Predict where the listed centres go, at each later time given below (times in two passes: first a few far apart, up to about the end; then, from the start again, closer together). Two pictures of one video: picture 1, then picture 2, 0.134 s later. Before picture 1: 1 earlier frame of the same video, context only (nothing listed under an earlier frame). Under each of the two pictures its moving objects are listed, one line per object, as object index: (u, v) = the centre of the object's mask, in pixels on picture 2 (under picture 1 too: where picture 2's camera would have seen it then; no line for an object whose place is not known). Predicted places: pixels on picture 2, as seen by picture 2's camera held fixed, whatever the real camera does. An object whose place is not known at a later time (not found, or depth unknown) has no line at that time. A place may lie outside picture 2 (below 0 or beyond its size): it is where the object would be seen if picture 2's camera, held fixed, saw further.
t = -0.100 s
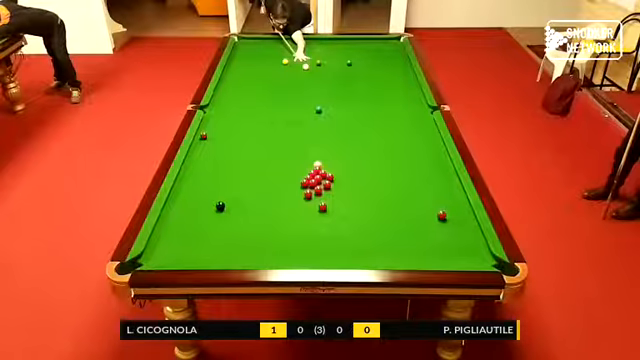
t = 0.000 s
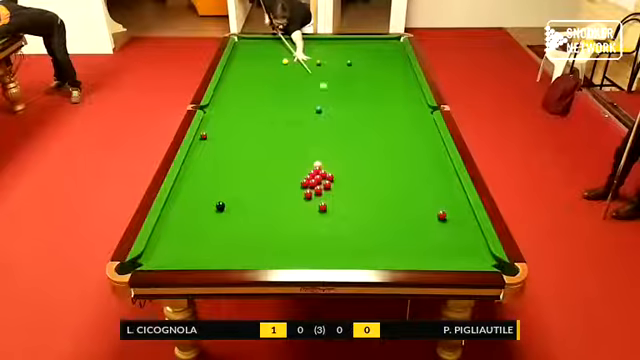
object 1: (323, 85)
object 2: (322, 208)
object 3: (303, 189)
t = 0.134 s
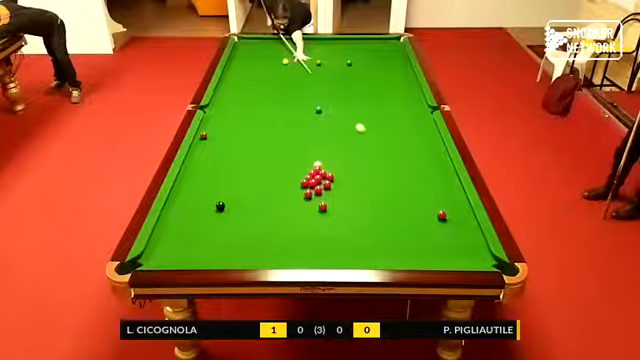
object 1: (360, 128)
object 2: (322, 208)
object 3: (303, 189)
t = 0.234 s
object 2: (322, 208)
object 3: (303, 189)
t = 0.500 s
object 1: (408, 227)
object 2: (322, 208)
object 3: (303, 189)
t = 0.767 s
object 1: (316, 215)
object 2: (308, 200)
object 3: (301, 188)
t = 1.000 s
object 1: (274, 230)
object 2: (288, 204)
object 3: (282, 192)
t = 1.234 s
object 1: (229, 246)
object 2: (269, 207)
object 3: (261, 189)
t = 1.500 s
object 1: (180, 256)
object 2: (248, 211)
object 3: (239, 186)
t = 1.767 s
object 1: (152, 246)
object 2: (230, 215)
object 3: (220, 181)
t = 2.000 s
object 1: (174, 238)
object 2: (212, 219)
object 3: (203, 179)
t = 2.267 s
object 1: (201, 231)
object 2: (194, 221)
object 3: (185, 177)
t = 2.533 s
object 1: (225, 224)
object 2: (176, 226)
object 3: (190, 176)
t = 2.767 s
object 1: (244, 218)
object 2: (162, 229)
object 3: (201, 175)
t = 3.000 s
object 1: (261, 213)
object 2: (163, 231)
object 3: (210, 175)
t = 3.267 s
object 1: (279, 208)
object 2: (171, 232)
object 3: (219, 174)
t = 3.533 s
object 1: (294, 203)
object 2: (179, 234)
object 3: (227, 173)
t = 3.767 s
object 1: (307, 200)
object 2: (184, 235)
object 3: (232, 172)
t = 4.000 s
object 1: (319, 196)
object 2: (188, 236)
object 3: (237, 172)
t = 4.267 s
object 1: (330, 193)
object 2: (192, 237)
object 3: (240, 172)
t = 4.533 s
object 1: (341, 190)
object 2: (194, 238)
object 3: (244, 172)
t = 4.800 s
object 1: (350, 188)
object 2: (195, 238)
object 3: (245, 172)
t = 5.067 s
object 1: (358, 186)
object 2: (195, 238)
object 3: (245, 172)
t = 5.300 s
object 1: (364, 184)
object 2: (195, 238)
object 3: (245, 172)
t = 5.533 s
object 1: (369, 183)
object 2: (195, 238)
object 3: (245, 172)
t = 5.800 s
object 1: (374, 182)
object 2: (195, 238)
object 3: (245, 172)
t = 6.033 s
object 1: (378, 181)
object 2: (195, 238)
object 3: (245, 172)
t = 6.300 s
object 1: (381, 180)
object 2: (195, 238)
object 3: (245, 172)
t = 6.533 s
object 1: (382, 179)
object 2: (195, 238)
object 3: (245, 172)
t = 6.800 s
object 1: (384, 179)
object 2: (195, 238)
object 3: (245, 171)
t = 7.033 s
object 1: (384, 179)
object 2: (195, 238)
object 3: (245, 172)
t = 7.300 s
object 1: (384, 179)
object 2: (195, 238)
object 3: (245, 172)
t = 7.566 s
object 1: (384, 179)
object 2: (195, 238)
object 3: (245, 171)
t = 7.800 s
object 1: (384, 179)
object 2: (195, 238)
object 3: (244, 171)
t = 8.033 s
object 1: (384, 179)
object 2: (195, 238)
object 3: (244, 171)
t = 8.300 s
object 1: (384, 179)
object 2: (195, 238)
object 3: (244, 171)
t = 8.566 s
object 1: (384, 179)
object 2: (195, 238)
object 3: (245, 171)
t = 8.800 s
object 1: (384, 179)
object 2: (196, 238)
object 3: (245, 171)
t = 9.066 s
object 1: (384, 179)
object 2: (196, 238)
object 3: (244, 171)
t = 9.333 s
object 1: (384, 179)
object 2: (196, 238)
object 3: (244, 171)
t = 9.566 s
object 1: (384, 179)
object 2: (195, 238)
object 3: (244, 171)
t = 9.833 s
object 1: (384, 179)
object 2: (196, 238)
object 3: (245, 171)
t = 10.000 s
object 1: (384, 179)
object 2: (196, 238)
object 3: (244, 171)
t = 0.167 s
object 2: (322, 208)
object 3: (303, 189)
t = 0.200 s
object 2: (322, 208)
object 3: (303, 189)
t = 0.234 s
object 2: (322, 208)
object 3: (303, 189)
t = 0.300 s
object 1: (425, 200)
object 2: (322, 208)
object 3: (303, 189)
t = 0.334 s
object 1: (432, 212)
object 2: (322, 208)
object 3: (303, 189)
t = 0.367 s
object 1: (427, 216)
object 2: (322, 208)
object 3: (303, 189)
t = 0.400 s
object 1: (422, 219)
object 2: (322, 208)
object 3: (303, 189)
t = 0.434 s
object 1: (417, 222)
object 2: (322, 208)
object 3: (303, 189)
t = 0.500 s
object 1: (408, 227)
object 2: (322, 208)
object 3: (303, 189)
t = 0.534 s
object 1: (404, 230)
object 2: (322, 208)
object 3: (303, 189)
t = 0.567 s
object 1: (389, 226)
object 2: (322, 208)
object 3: (303, 189)
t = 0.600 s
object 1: (372, 222)
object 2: (322, 208)
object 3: (303, 189)
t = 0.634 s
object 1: (356, 218)
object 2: (322, 207)
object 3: (303, 189)
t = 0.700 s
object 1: (328, 211)
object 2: (321, 207)
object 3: (303, 189)
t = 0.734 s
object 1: (322, 214)
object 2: (313, 201)
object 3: (303, 189)
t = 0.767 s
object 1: (316, 215)
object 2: (308, 200)
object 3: (301, 188)
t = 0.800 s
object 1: (310, 217)
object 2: (305, 201)
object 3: (301, 194)
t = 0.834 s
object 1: (304, 220)
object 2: (302, 201)
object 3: (299, 194)
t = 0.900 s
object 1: (292, 224)
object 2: (296, 201)
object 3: (294, 194)
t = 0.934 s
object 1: (286, 226)
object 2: (293, 202)
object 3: (289, 194)
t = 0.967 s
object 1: (280, 228)
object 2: (291, 204)
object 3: (285, 191)
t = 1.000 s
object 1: (274, 230)
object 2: (288, 204)
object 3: (282, 192)
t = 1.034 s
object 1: (267, 232)
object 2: (285, 204)
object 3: (279, 190)
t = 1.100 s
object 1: (254, 237)
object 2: (280, 205)
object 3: (273, 190)
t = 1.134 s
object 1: (248, 239)
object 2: (277, 206)
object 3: (270, 189)
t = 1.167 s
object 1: (242, 241)
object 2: (275, 206)
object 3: (267, 189)
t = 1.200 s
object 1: (235, 243)
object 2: (272, 206)
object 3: (264, 189)
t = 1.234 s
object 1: (229, 246)
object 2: (269, 207)
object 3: (261, 189)
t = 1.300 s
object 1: (215, 251)
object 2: (264, 208)
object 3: (256, 188)
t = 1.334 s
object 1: (208, 253)
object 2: (261, 209)
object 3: (253, 188)
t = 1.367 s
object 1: (201, 255)
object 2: (259, 209)
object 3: (250, 188)
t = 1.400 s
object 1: (194, 256)
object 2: (256, 209)
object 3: (247, 187)
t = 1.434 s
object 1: (188, 258)
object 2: (253, 210)
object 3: (245, 187)
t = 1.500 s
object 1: (180, 256)
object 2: (248, 211)
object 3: (239, 186)
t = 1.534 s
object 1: (177, 255)
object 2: (246, 212)
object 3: (238, 183)
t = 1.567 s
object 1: (173, 254)
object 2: (243, 212)
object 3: (235, 186)
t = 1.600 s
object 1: (169, 253)
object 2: (241, 213)
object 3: (233, 183)
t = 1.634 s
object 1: (165, 251)
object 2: (238, 213)
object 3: (230, 182)
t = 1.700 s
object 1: (158, 249)
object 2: (233, 214)
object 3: (225, 181)
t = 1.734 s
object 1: (155, 247)
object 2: (232, 215)
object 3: (223, 181)
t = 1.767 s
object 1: (152, 246)
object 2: (230, 215)
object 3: (220, 181)
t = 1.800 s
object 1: (152, 245)
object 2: (226, 217)
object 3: (218, 180)
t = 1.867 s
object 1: (160, 243)
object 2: (221, 217)
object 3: (212, 180)
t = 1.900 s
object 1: (164, 242)
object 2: (219, 217)
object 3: (210, 179)
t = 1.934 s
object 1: (167, 241)
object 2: (216, 218)
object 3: (208, 179)
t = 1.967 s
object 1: (171, 239)
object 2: (214, 218)
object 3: (205, 179)
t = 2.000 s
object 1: (174, 238)
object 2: (212, 219)
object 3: (203, 179)
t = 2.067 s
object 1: (181, 237)
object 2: (207, 220)
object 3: (198, 178)
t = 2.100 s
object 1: (185, 235)
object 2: (205, 220)
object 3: (196, 178)
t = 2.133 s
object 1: (188, 235)
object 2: (203, 220)
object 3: (194, 178)
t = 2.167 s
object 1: (192, 234)
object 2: (200, 220)
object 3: (191, 178)
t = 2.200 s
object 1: (195, 233)
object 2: (198, 221)
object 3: (189, 177)
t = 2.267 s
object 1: (201, 231)
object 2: (194, 221)
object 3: (185, 177)
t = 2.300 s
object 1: (204, 230)
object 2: (191, 222)
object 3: (183, 178)
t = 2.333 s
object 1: (207, 229)
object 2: (189, 223)
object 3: (181, 177)
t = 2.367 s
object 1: (210, 228)
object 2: (186, 223)
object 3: (181, 177)
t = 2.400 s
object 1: (213, 227)
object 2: (184, 224)
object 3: (185, 177)
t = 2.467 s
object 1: (219, 225)
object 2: (180, 225)
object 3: (188, 176)
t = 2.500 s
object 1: (222, 225)
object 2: (178, 225)
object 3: (189, 176)
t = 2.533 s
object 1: (225, 224)
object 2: (176, 226)
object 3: (190, 176)
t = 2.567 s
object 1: (228, 223)
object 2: (174, 226)
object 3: (192, 175)
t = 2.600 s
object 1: (231, 222)
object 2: (172, 226)
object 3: (193, 175)
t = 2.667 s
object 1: (236, 220)
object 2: (167, 227)
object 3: (196, 176)
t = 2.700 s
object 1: (239, 220)
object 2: (165, 228)
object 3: (198, 175)
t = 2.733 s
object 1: (241, 219)
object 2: (163, 228)
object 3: (199, 175)
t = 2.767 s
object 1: (244, 218)
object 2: (162, 229)
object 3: (201, 175)
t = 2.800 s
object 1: (246, 217)
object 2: (159, 230)
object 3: (202, 175)
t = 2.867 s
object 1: (251, 216)
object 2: (159, 230)
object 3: (205, 175)
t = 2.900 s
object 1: (254, 215)
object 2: (159, 230)
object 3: (206, 175)
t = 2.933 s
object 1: (256, 215)
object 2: (161, 230)
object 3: (207, 174)
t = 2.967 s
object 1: (259, 214)
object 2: (161, 230)
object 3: (209, 174)
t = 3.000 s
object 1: (261, 213)
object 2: (163, 231)
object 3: (210, 175)
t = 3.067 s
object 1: (266, 212)
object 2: (166, 231)
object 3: (212, 175)
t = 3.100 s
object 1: (268, 211)
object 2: (167, 231)
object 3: (213, 175)
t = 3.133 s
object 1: (270, 210)
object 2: (168, 232)
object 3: (213, 175)
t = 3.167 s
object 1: (272, 210)
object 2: (169, 232)
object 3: (217, 174)
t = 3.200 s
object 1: (274, 209)
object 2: (170, 232)
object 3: (217, 174)
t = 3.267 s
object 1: (279, 208)
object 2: (171, 232)
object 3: (219, 174)
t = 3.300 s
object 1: (281, 207)
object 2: (172, 233)
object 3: (220, 174)
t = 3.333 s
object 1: (283, 207)
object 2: (174, 233)
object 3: (221, 173)
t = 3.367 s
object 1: (285, 206)
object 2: (175, 233)
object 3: (222, 173)
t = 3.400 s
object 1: (287, 205)
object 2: (175, 233)
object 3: (223, 173)
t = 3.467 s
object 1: (291, 204)
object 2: (177, 234)
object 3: (225, 173)
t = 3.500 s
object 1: (293, 204)
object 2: (178, 234)
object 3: (226, 172)
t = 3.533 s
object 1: (294, 203)
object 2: (179, 234)
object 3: (227, 173)
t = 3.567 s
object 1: (297, 203)
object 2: (180, 234)
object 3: (228, 172)
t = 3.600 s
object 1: (299, 202)
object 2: (180, 234)
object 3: (228, 172)
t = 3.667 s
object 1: (302, 201)
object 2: (182, 235)
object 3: (230, 172)
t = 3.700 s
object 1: (303, 201)
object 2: (182, 235)
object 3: (231, 172)
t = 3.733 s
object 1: (305, 200)
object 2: (183, 235)
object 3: (231, 172)
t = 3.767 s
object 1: (307, 200)
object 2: (184, 235)
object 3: (232, 172)
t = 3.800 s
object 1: (309, 199)
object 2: (185, 235)
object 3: (233, 172)
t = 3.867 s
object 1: (312, 198)
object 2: (186, 236)
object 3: (234, 172)
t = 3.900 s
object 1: (314, 198)
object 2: (186, 236)
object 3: (235, 172)
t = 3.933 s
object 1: (315, 198)
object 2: (187, 236)
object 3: (236, 172)
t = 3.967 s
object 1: (317, 197)
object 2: (188, 236)
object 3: (236, 172)
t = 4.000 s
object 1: (319, 196)
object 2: (188, 236)
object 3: (237, 172)
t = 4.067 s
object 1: (321, 196)
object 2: (189, 236)
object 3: (238, 172)
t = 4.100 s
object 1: (323, 195)
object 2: (189, 236)
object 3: (239, 172)
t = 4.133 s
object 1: (325, 195)
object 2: (190, 236)
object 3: (239, 172)
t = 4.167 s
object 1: (326, 194)
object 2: (191, 236)
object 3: (240, 172)
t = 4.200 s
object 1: (327, 194)
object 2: (191, 237)
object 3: (240, 172)
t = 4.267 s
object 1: (330, 193)
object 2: (192, 237)
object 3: (240, 172)
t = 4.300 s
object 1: (332, 193)
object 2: (192, 237)
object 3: (242, 172)
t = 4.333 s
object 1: (333, 192)
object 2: (193, 237)
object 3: (242, 172)
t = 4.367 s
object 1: (334, 192)
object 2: (193, 237)
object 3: (242, 172)
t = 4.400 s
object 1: (335, 191)
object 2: (193, 237)
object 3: (243, 172)
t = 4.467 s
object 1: (338, 191)
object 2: (194, 237)
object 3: (243, 172)
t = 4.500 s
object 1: (340, 191)
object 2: (194, 238)
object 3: (244, 172)
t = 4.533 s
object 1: (341, 190)
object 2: (194, 238)
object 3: (244, 172)
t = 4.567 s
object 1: (342, 190)
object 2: (195, 238)
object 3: (244, 171)
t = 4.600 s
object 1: (343, 189)
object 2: (195, 238)
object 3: (244, 172)
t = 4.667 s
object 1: (346, 189)
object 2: (195, 238)
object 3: (244, 172)
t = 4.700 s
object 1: (347, 189)
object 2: (195, 238)
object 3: (245, 171)
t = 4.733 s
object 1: (348, 188)
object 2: (195, 238)
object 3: (245, 172)
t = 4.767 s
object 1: (349, 188)
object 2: (195, 238)
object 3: (245, 171)
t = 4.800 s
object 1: (350, 188)
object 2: (195, 238)
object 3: (245, 172)
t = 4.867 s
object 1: (352, 187)
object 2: (195, 238)
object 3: (245, 172)
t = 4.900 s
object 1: (354, 187)
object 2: (195, 238)
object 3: (245, 172)
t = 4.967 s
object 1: (355, 186)
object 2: (195, 238)
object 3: (245, 172)
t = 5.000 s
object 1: (356, 186)
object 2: (195, 238)
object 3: (245, 172)
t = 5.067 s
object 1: (358, 186)
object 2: (195, 238)
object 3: (245, 172)
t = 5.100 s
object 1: (359, 186)
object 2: (195, 238)
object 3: (245, 172)
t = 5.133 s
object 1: (360, 186)
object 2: (195, 238)
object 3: (245, 172)
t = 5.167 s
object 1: (360, 185)
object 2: (195, 238)
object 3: (245, 172)
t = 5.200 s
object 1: (362, 185)
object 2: (195, 238)
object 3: (245, 172)
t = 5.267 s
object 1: (363, 185)
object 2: (195, 238)
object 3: (245, 172)
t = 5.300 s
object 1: (364, 184)
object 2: (195, 238)
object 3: (245, 172)
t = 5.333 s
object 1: (365, 184)
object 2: (195, 238)
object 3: (245, 172)
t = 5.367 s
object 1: (366, 184)
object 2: (195, 238)
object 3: (245, 172)
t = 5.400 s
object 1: (367, 184)
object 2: (195, 238)
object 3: (245, 172)
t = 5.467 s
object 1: (368, 183)
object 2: (195, 238)
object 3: (245, 172)
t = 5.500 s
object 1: (369, 183)
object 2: (195, 238)
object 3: (245, 172)
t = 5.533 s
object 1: (369, 183)
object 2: (195, 238)
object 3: (245, 172)
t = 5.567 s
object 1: (370, 183)
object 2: (195, 238)
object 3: (245, 172)
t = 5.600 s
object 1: (370, 182)
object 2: (195, 238)
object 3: (245, 172)
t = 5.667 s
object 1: (372, 182)
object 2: (195, 238)
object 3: (245, 172)
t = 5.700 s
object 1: (372, 182)
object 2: (195, 238)
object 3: (245, 172)
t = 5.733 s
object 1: (373, 182)
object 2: (195, 238)
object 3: (245, 172)
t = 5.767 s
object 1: (374, 182)
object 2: (195, 238)
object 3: (245, 172)
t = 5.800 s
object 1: (374, 182)
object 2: (195, 238)
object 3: (245, 172)
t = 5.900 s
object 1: (376, 181)
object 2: (195, 238)
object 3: (245, 172)
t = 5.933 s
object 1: (376, 181)
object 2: (195, 238)
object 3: (245, 172)
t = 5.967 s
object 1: (376, 181)
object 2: (195, 238)
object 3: (245, 172)
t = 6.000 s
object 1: (377, 181)
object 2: (195, 238)
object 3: (245, 172)
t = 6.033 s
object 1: (378, 181)
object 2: (195, 238)
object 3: (245, 172)
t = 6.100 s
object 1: (378, 181)
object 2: (195, 238)
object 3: (245, 172)
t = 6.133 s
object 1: (379, 180)
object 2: (196, 238)
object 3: (244, 172)
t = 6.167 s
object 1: (379, 180)
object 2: (195, 238)
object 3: (244, 172)
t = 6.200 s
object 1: (379, 180)
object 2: (195, 238)
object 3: (244, 172)
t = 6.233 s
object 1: (380, 180)
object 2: (195, 238)
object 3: (245, 172)
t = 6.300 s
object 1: (381, 180)
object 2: (195, 238)
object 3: (245, 172)
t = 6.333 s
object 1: (381, 180)
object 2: (195, 238)
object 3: (244, 172)
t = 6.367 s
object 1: (382, 179)
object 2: (195, 238)
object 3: (244, 172)
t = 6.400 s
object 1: (382, 179)
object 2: (195, 238)
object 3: (245, 172)
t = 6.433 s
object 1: (382, 179)
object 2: (195, 238)
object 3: (245, 172)
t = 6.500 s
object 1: (382, 179)
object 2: (195, 238)
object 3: (245, 172)
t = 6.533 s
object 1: (382, 179)
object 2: (195, 238)
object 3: (245, 172)
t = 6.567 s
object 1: (383, 179)
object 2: (195, 238)
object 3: (245, 172)
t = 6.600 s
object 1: (383, 179)
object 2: (195, 238)
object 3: (245, 172)
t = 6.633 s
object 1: (383, 179)
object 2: (195, 238)
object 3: (245, 172)
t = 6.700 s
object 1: (383, 179)
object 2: (195, 238)
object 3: (245, 172)
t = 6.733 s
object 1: (383, 179)
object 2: (195, 238)
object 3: (245, 172)
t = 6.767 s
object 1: (384, 179)
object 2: (195, 238)
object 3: (245, 172)
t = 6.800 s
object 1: (384, 179)
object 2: (195, 238)
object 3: (245, 171)
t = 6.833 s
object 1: (384, 179)
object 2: (195, 238)
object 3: (245, 172)
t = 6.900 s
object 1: (384, 179)
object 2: (195, 238)
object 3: (245, 172)
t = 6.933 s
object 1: (384, 179)
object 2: (195, 238)
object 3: (245, 171)
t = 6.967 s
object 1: (384, 179)
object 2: (195, 238)
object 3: (245, 171)
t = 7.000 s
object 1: (384, 179)
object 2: (195, 238)
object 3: (245, 172)
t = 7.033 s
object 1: (384, 179)
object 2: (195, 238)
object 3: (245, 172)
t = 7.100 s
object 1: (384, 179)
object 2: (195, 238)
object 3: (245, 172)
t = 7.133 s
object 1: (384, 179)
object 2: (195, 238)
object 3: (245, 171)
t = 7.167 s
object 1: (384, 179)
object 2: (195, 238)
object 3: (245, 171)
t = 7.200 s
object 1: (384, 179)
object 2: (195, 238)
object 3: (245, 172)
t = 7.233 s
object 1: (384, 179)
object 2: (195, 238)
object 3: (245, 171)
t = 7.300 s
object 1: (384, 179)
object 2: (195, 238)
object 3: (245, 172)
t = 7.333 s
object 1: (384, 179)
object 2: (195, 238)
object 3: (245, 171)
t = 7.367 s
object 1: (384, 179)
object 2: (195, 238)
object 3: (245, 171)
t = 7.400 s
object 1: (384, 179)
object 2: (195, 238)
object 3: (245, 172)
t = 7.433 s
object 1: (384, 179)
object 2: (195, 238)
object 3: (245, 172)
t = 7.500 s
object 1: (384, 179)
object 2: (195, 238)
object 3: (244, 171)
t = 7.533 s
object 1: (384, 179)
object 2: (195, 238)
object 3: (244, 171)
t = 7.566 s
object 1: (384, 179)
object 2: (195, 238)
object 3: (245, 171)
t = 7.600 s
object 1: (384, 179)
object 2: (195, 238)
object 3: (244, 171)
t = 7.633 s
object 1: (384, 179)
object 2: (195, 238)
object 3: (244, 171)
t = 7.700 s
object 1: (384, 179)
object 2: (195, 238)
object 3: (245, 171)
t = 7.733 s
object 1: (384, 179)
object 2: (195, 238)
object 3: (244, 171)
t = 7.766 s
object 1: (384, 179)
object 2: (195, 238)
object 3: (245, 171)
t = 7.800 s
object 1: (384, 179)
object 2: (195, 238)
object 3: (244, 171)
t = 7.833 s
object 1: (384, 179)
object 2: (195, 238)
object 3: (244, 171)
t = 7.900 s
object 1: (384, 179)
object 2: (195, 238)
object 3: (244, 171)
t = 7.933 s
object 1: (384, 179)
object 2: (195, 238)
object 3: (244, 171)
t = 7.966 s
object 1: (384, 179)
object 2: (195, 238)
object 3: (245, 171)
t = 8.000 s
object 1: (384, 179)
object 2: (195, 238)
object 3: (244, 171)
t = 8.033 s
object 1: (384, 179)
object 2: (195, 238)
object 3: (244, 171)
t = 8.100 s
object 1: (384, 179)
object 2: (195, 238)
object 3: (245, 171)
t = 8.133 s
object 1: (384, 179)
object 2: (195, 238)
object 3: (244, 171)
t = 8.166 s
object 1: (384, 179)
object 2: (195, 238)
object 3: (244, 171)
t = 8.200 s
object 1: (384, 179)
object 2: (195, 238)
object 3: (244, 171)
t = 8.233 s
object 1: (384, 179)
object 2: (195, 238)
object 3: (244, 171)
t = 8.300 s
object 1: (384, 179)
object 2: (195, 238)
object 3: (244, 171)
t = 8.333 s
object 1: (384, 179)
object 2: (195, 238)
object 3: (244, 171)
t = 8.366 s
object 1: (384, 179)
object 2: (195, 238)
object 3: (245, 171)
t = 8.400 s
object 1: (384, 179)
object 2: (195, 238)
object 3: (244, 171)
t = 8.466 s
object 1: (384, 179)
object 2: (195, 238)
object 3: (244, 171)
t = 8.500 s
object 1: (384, 179)
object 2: (195, 238)
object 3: (244, 171)
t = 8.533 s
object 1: (384, 179)
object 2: (195, 238)
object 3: (244, 171)
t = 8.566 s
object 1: (384, 179)
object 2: (195, 238)
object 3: (245, 171)
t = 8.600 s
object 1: (384, 179)
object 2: (195, 238)
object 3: (244, 171)
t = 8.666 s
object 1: (384, 179)
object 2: (195, 238)
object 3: (245, 171)
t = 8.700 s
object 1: (384, 179)
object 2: (195, 238)
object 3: (244, 171)
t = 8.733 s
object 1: (384, 179)
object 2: (195, 238)
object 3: (245, 171)
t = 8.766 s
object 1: (384, 179)
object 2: (195, 238)
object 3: (244, 171)
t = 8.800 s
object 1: (384, 179)
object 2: (196, 238)
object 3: (245, 171)
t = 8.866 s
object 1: (384, 179)
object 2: (196, 238)
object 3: (245, 171)
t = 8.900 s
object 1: (384, 179)
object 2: (196, 238)
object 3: (244, 171)
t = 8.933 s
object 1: (384, 179)
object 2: (196, 238)
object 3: (244, 171)
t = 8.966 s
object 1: (384, 179)
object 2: (196, 238)
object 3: (244, 171)
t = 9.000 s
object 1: (384, 179)
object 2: (196, 238)
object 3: (244, 171)
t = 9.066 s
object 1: (384, 179)
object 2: (196, 238)
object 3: (244, 171)
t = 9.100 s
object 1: (384, 179)
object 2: (196, 238)
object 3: (244, 171)
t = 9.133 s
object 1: (384, 179)
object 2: (196, 238)
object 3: (244, 171)
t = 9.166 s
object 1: (384, 179)
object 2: (196, 238)
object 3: (244, 171)
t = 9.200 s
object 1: (384, 179)
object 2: (196, 238)
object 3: (244, 171)
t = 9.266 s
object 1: (384, 179)
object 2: (196, 238)
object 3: (244, 171)
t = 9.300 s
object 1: (384, 179)
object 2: (196, 238)
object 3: (244, 171)
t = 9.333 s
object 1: (384, 179)
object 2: (196, 238)
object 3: (244, 171)
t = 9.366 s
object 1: (384, 179)
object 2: (196, 238)
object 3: (244, 171)
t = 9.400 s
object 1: (384, 179)
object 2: (196, 238)
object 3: (244, 171)
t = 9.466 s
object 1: (384, 179)
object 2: (196, 238)
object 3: (244, 171)
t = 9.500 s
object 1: (384, 179)
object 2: (196, 238)
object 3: (244, 171)
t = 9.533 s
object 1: (384, 179)
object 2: (196, 238)
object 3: (244, 171)
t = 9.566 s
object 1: (384, 179)
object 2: (195, 238)
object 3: (244, 171)
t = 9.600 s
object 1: (384, 179)
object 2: (196, 238)
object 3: (244, 171)
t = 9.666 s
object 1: (384, 179)
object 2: (196, 238)
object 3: (244, 171)
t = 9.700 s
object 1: (384, 179)
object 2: (195, 238)
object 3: (245, 171)
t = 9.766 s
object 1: (384, 179)
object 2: (195, 238)
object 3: (244, 171)
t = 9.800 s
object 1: (384, 179)
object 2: (196, 238)
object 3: (244, 171)
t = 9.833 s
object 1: (384, 179)
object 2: (196, 238)
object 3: (245, 171)
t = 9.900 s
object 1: (384, 179)
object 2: (196, 238)
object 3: (245, 171)
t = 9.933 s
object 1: (384, 179)
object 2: (196, 238)
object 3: (244, 171)
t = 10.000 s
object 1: (384, 179)
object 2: (196, 238)
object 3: (244, 171)
